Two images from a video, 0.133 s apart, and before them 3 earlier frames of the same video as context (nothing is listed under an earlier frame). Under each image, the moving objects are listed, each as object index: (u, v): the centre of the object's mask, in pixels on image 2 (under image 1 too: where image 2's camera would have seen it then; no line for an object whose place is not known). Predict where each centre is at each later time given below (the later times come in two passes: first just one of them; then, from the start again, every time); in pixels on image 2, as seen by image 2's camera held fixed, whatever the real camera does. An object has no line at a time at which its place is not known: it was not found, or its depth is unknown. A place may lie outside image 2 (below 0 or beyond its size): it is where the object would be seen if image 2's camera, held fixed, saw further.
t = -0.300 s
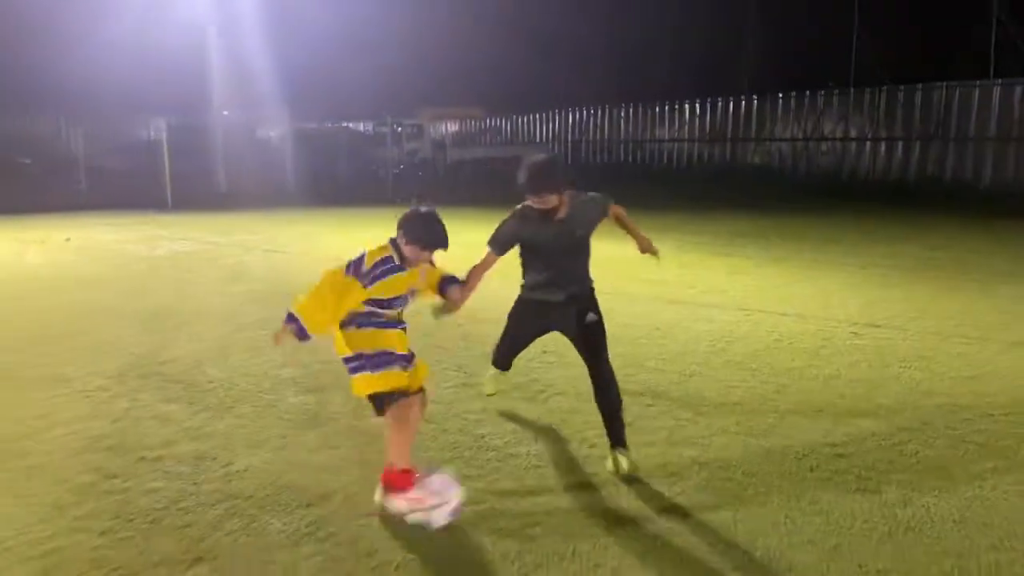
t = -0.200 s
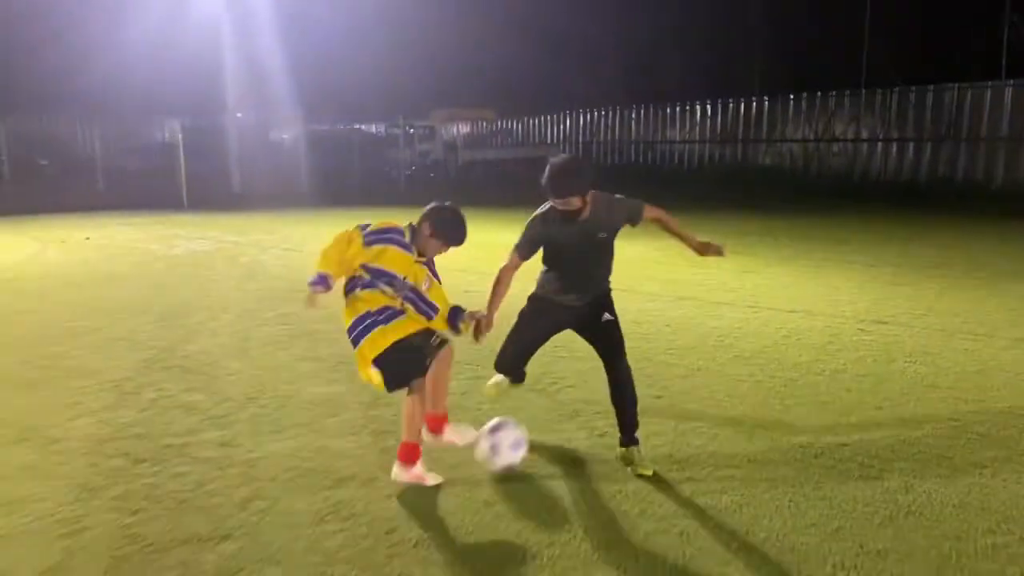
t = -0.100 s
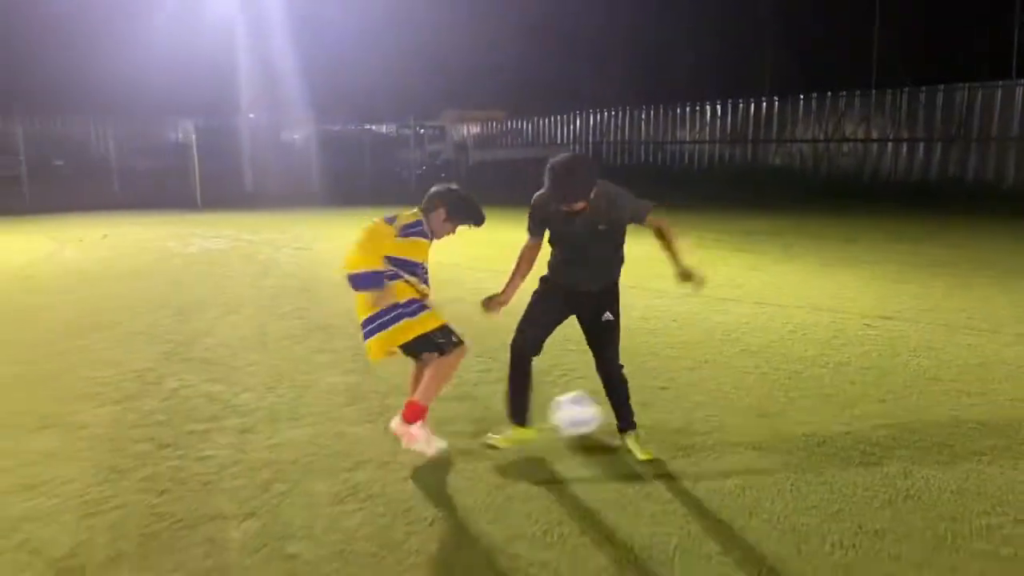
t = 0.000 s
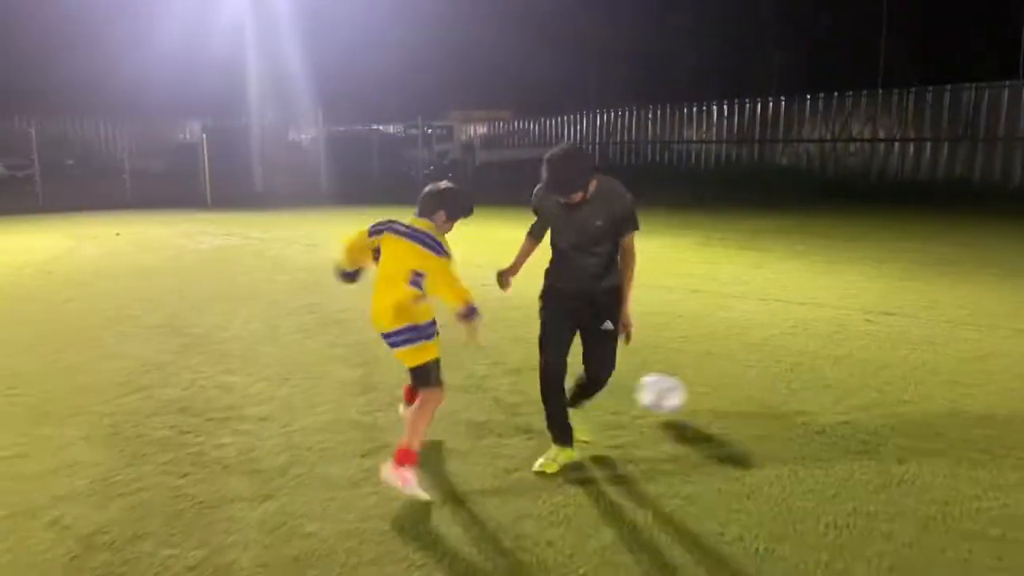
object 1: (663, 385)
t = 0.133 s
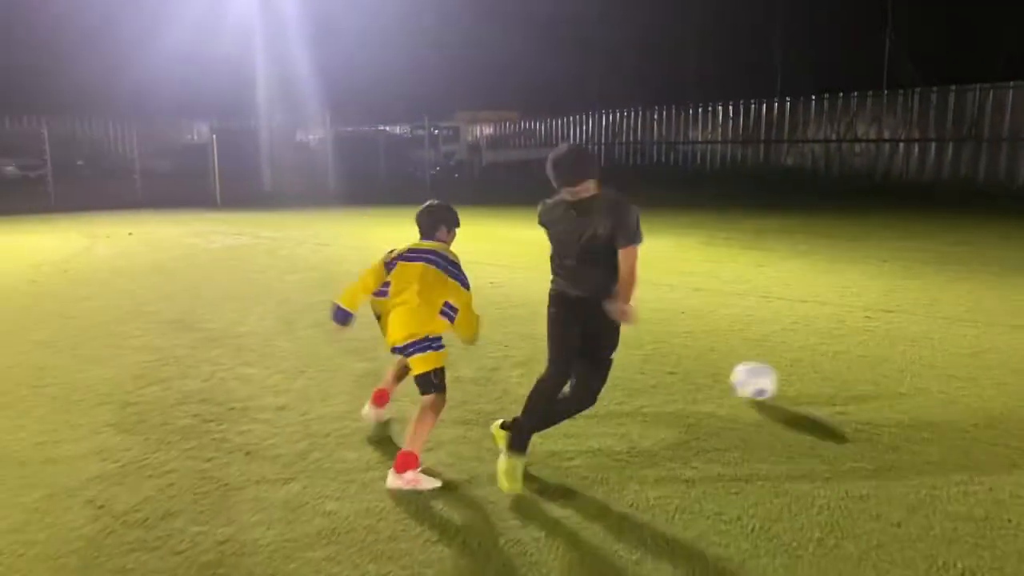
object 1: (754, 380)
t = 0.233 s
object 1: (811, 376)
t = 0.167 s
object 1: (773, 380)
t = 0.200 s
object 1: (791, 379)
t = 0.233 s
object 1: (811, 376)
